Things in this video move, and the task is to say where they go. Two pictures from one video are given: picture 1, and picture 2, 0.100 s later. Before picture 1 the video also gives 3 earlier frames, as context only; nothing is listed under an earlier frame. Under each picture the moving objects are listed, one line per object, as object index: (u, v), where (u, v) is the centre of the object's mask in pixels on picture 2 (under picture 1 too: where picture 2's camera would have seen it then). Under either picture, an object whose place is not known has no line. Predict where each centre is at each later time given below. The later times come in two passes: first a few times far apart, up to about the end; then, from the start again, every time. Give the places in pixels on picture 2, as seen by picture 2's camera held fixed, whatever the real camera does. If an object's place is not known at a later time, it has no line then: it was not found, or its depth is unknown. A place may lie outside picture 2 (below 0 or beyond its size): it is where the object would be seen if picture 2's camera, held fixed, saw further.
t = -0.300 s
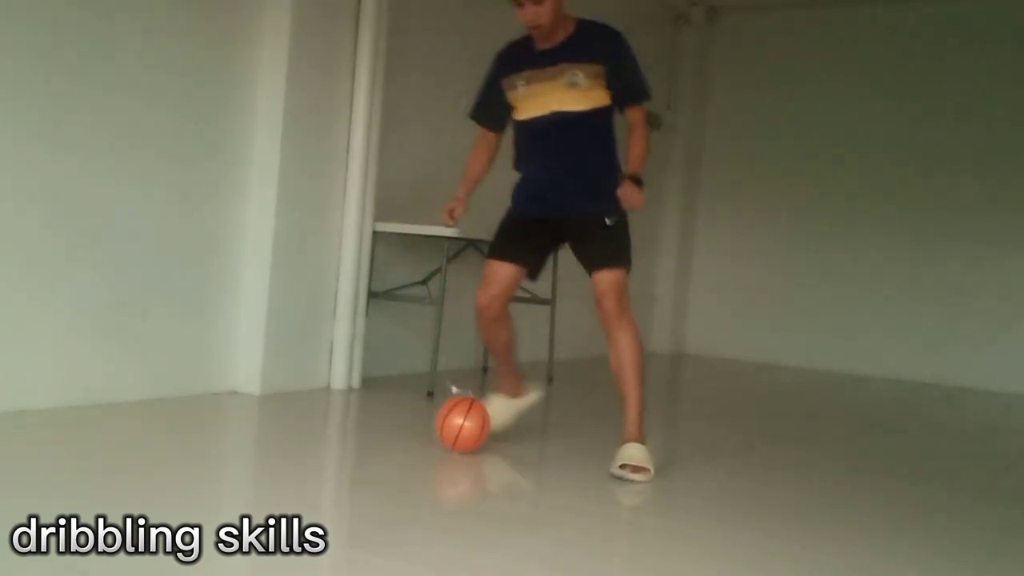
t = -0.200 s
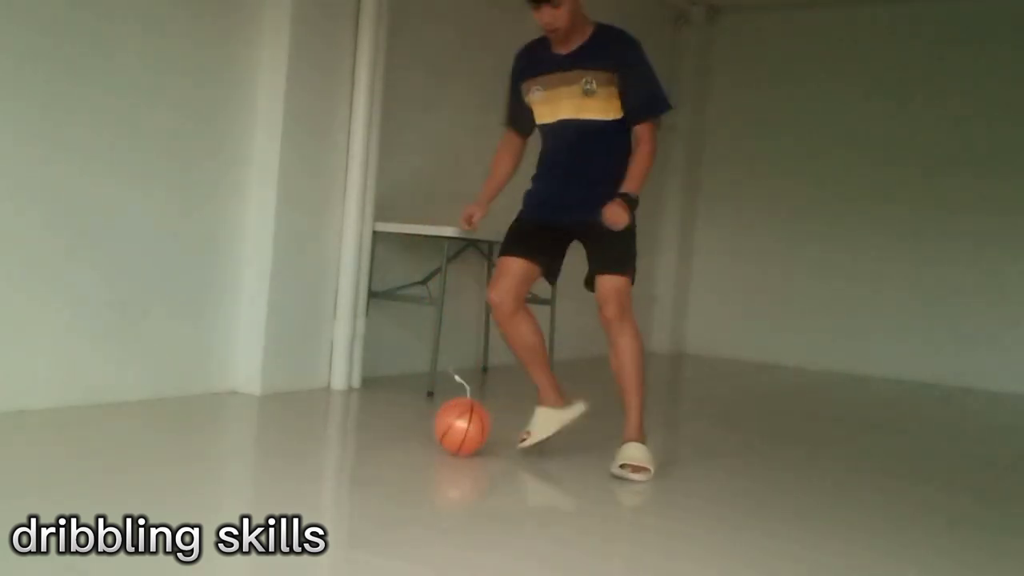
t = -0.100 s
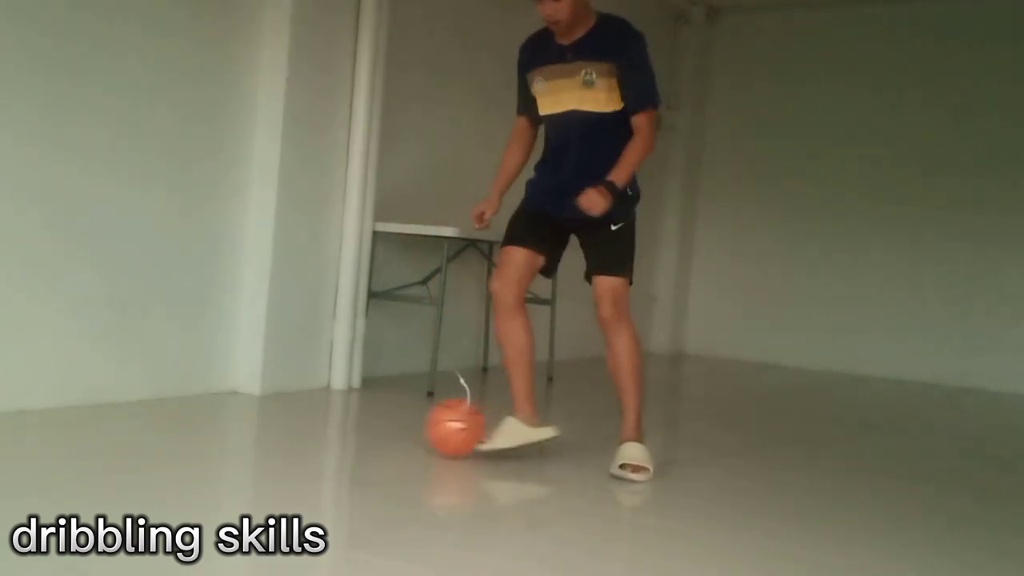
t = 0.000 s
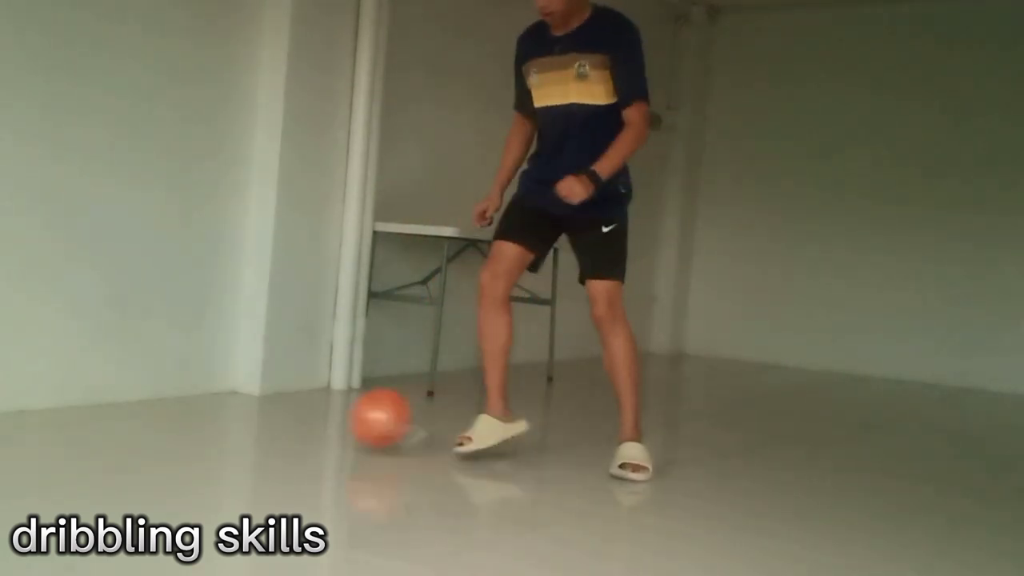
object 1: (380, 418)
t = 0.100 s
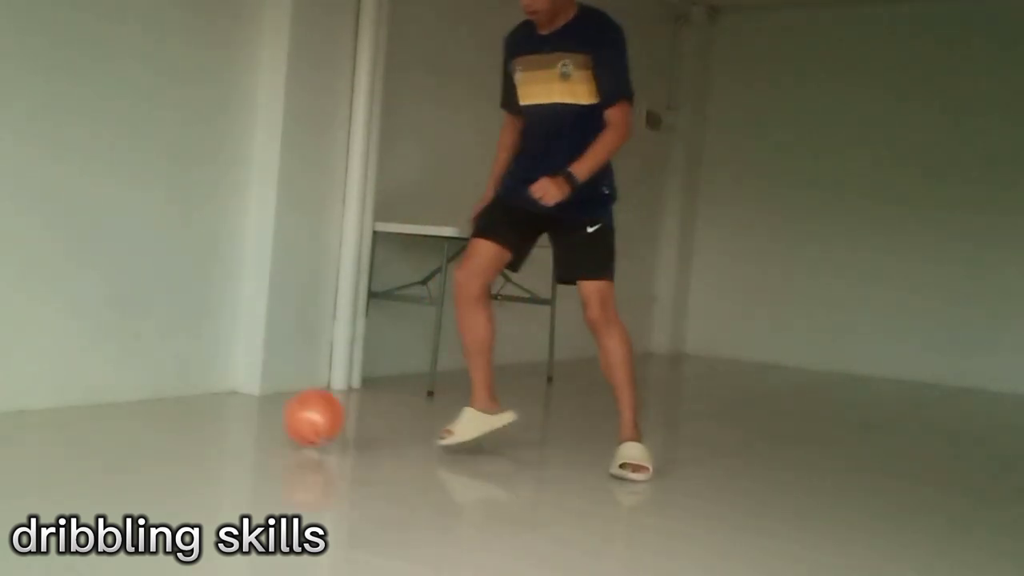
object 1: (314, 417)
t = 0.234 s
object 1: (243, 422)
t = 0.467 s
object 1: (148, 412)
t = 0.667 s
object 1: (65, 410)
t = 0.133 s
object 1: (296, 413)
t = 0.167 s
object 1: (279, 412)
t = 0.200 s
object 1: (261, 416)
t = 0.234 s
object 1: (243, 422)
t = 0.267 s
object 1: (228, 419)
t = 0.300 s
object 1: (215, 414)
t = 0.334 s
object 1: (201, 412)
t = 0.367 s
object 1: (187, 414)
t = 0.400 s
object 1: (173, 419)
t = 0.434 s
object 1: (161, 416)
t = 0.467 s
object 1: (148, 412)
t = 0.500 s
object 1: (134, 411)
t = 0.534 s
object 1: (119, 414)
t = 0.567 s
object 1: (105, 416)
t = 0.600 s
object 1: (92, 410)
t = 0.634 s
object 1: (78, 408)
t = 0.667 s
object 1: (65, 410)
